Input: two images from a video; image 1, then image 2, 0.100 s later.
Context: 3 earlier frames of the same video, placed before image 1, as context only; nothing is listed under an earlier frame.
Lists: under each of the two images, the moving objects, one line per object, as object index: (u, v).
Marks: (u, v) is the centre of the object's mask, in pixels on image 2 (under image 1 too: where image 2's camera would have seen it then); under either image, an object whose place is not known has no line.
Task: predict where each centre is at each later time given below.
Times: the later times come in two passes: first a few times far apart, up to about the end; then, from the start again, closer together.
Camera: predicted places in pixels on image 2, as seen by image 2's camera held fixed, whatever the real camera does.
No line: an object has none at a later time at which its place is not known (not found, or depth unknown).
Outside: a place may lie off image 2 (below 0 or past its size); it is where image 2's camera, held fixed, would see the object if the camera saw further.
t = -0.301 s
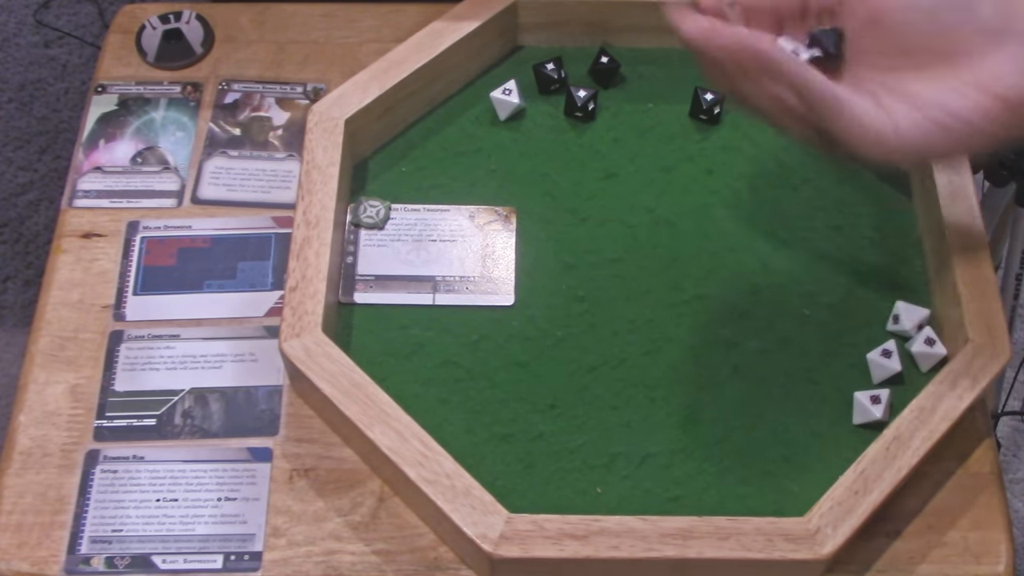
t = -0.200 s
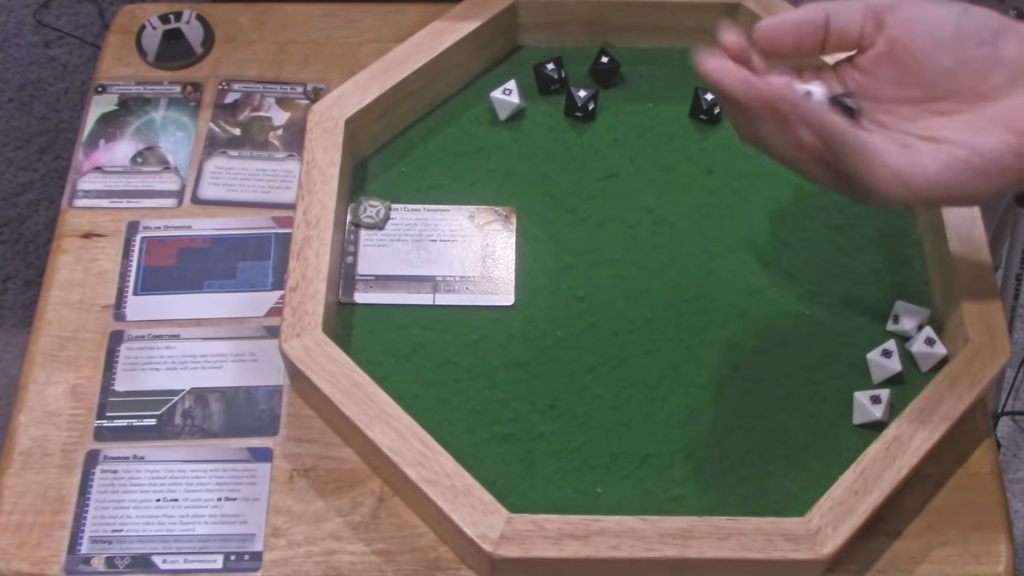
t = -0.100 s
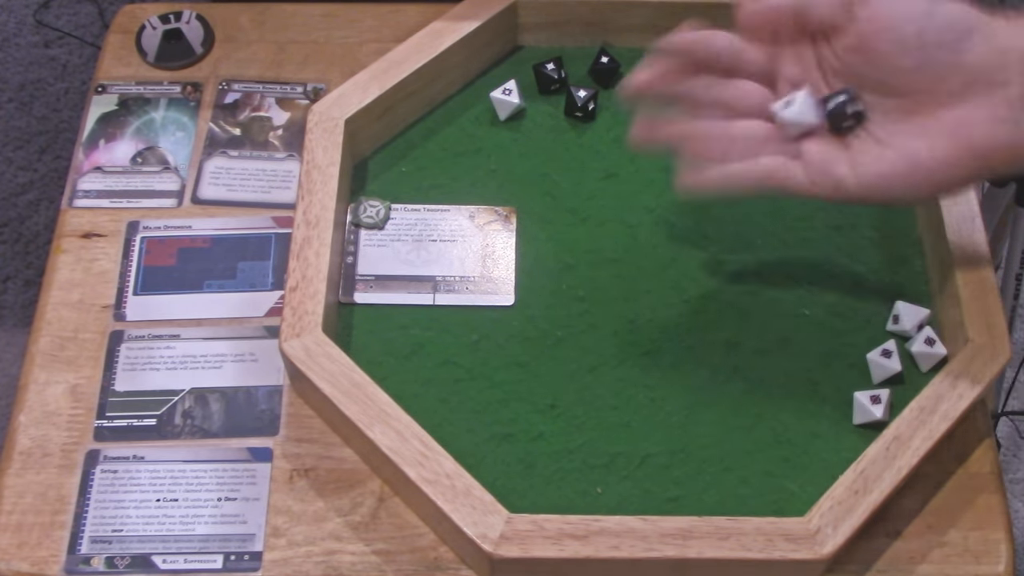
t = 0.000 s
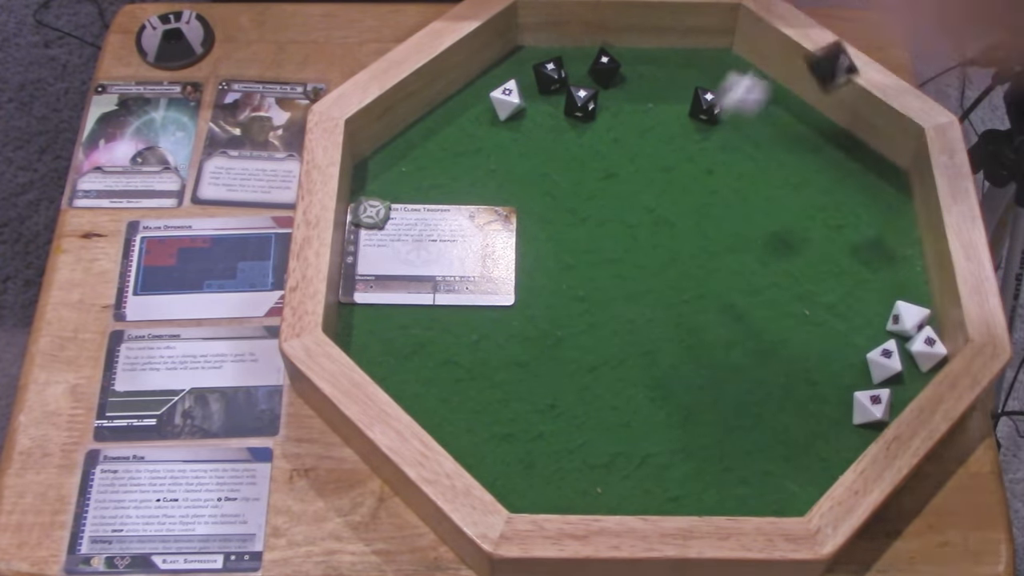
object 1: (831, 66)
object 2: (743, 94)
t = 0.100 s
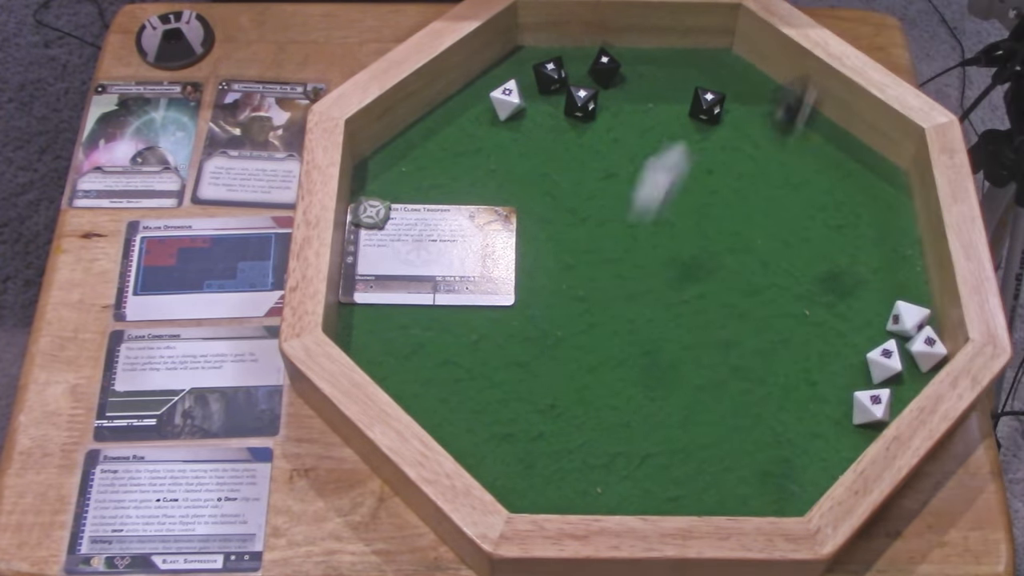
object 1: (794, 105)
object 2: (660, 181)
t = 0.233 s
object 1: (716, 329)
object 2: (515, 307)
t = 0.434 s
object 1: (776, 501)
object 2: (420, 337)
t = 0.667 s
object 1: (806, 485)
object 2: (451, 324)
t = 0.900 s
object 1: (806, 484)
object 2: (451, 324)
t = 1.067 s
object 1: (806, 484)
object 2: (451, 324)
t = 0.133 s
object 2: (631, 235)
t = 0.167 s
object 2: (598, 280)
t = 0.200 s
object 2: (556, 288)
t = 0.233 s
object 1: (716, 329)
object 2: (515, 307)
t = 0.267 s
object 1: (729, 341)
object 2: (468, 326)
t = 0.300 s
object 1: (741, 365)
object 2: (432, 348)
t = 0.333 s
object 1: (749, 404)
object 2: (397, 362)
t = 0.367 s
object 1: (755, 463)
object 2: (393, 368)
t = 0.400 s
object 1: (766, 494)
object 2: (406, 353)
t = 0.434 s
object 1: (776, 501)
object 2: (420, 337)
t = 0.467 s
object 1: (780, 497)
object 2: (431, 327)
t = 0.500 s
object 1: (791, 491)
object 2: (441, 323)
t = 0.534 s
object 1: (802, 486)
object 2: (450, 323)
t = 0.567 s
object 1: (808, 484)
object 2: (451, 324)
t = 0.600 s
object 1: (808, 484)
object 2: (450, 324)
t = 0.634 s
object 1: (805, 485)
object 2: (451, 324)
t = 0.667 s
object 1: (806, 485)
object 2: (451, 324)
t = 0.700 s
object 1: (806, 484)
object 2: (451, 324)
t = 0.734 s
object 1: (806, 484)
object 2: (451, 324)
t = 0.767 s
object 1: (806, 484)
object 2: (451, 324)
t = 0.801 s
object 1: (806, 484)
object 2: (451, 324)
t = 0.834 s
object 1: (806, 484)
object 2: (451, 324)
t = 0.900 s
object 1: (806, 484)
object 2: (451, 324)
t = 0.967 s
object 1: (806, 484)
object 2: (451, 324)
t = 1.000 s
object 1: (806, 484)
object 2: (451, 324)
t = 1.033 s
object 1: (806, 484)
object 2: (451, 324)
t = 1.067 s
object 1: (806, 484)
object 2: (451, 324)
